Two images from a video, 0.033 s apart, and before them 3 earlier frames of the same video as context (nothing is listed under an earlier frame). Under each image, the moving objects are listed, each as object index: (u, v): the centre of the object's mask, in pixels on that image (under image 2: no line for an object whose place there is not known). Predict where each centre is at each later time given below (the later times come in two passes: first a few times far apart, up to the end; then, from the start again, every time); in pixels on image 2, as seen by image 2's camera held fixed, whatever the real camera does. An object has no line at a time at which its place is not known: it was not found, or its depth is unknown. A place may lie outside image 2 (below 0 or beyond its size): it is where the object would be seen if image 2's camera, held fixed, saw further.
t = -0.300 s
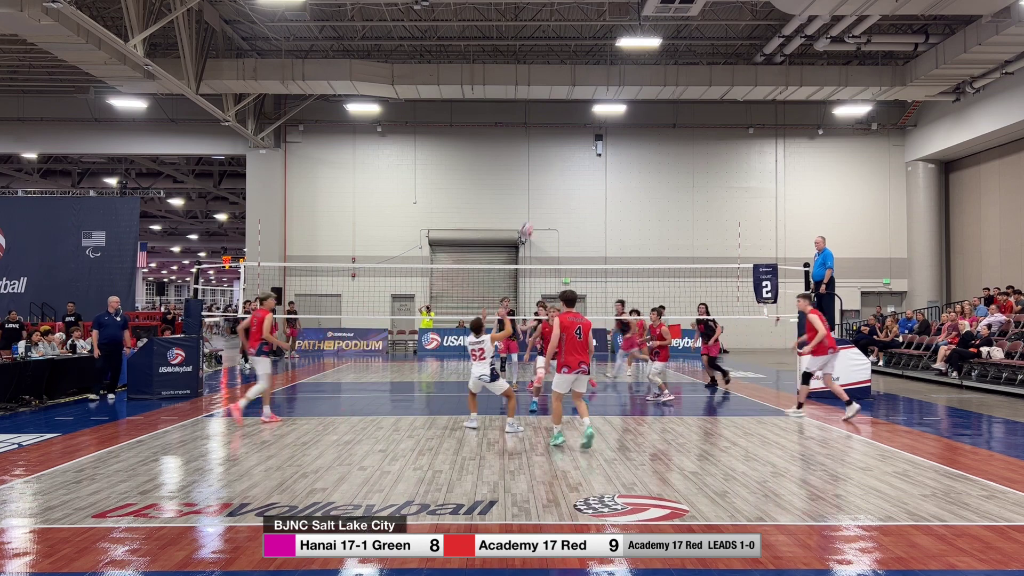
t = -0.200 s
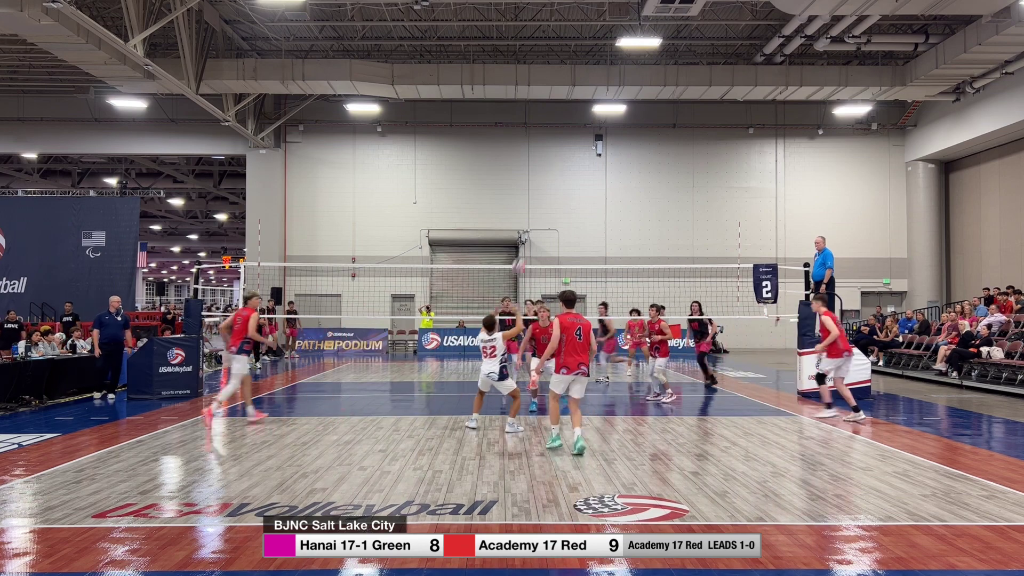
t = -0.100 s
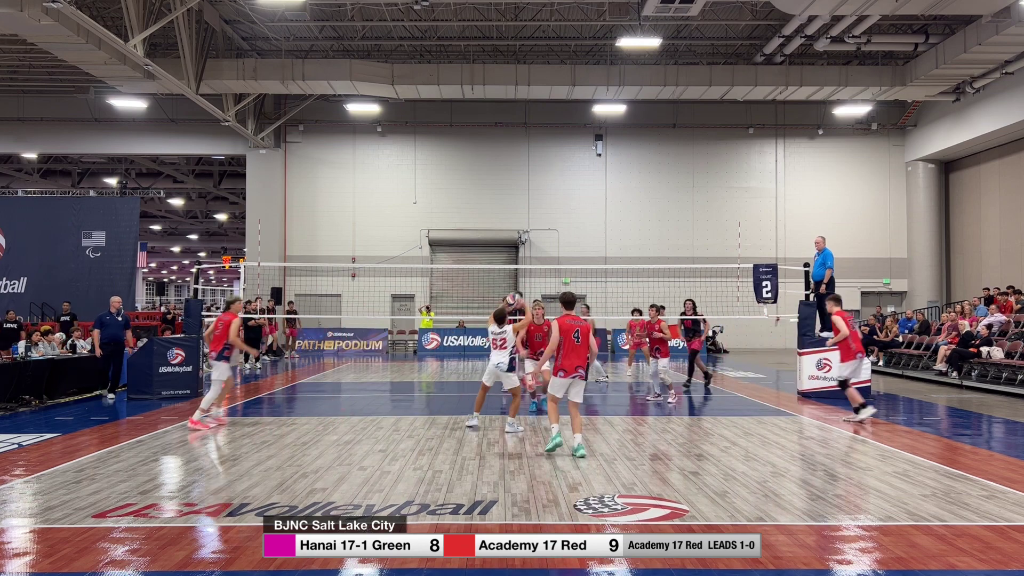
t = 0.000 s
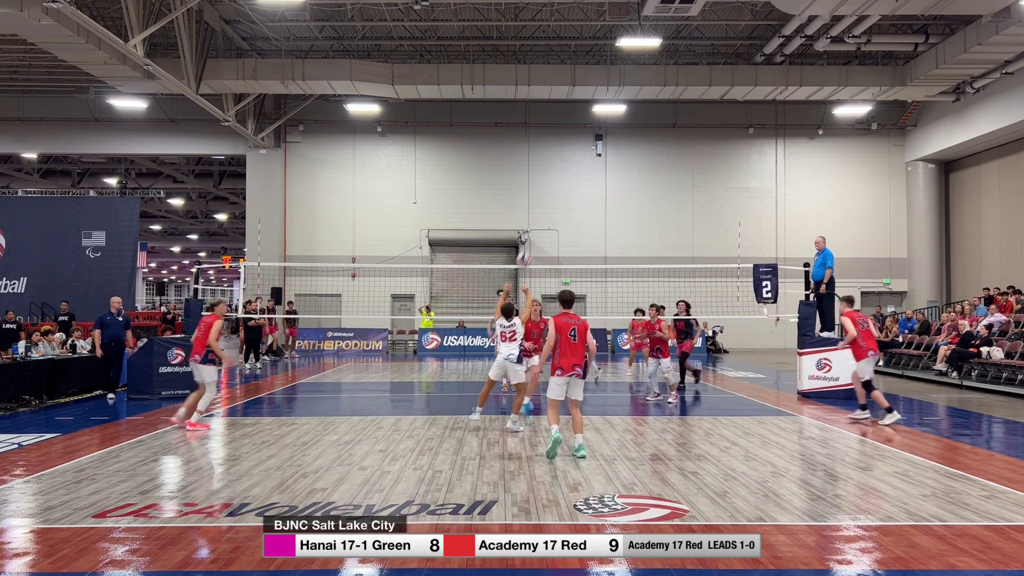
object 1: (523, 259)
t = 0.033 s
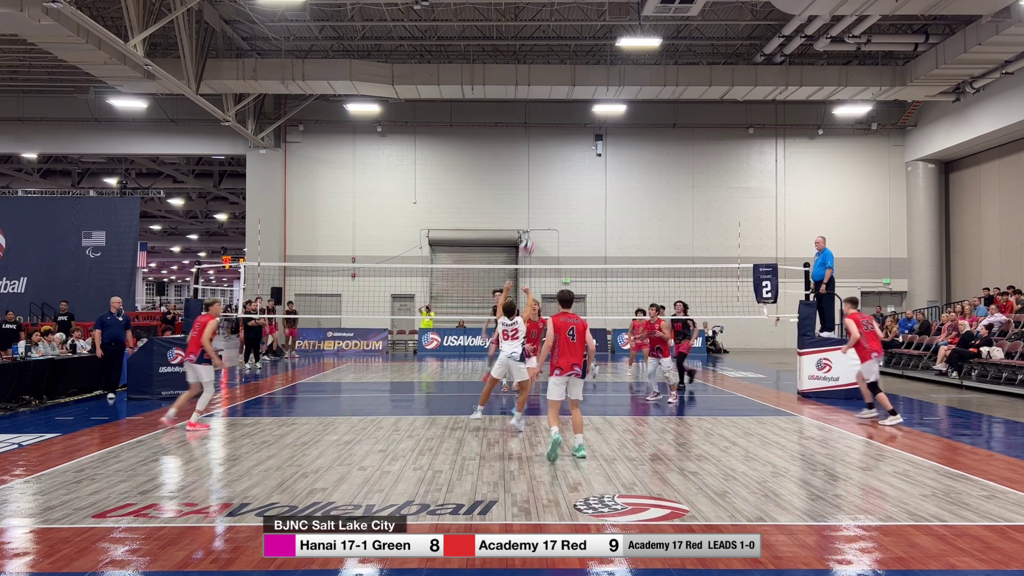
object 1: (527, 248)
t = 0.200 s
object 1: (542, 202)
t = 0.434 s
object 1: (562, 173)
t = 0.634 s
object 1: (576, 176)
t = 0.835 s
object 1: (589, 202)
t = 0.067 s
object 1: (530, 237)
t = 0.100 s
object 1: (534, 226)
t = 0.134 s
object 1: (536, 217)
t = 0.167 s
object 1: (539, 209)
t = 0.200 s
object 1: (542, 202)
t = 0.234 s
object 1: (545, 195)
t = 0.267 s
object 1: (548, 190)
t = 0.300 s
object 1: (551, 185)
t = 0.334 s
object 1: (554, 181)
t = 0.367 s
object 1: (556, 178)
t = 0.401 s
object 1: (559, 175)
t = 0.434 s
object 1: (562, 173)
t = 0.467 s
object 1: (564, 172)
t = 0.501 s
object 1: (567, 171)
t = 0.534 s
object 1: (569, 172)
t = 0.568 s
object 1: (571, 173)
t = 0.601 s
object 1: (574, 174)
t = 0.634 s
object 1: (576, 176)
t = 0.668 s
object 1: (578, 179)
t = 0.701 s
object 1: (581, 182)
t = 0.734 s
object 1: (583, 186)
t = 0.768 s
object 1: (585, 191)
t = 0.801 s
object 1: (587, 196)
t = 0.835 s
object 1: (589, 202)
